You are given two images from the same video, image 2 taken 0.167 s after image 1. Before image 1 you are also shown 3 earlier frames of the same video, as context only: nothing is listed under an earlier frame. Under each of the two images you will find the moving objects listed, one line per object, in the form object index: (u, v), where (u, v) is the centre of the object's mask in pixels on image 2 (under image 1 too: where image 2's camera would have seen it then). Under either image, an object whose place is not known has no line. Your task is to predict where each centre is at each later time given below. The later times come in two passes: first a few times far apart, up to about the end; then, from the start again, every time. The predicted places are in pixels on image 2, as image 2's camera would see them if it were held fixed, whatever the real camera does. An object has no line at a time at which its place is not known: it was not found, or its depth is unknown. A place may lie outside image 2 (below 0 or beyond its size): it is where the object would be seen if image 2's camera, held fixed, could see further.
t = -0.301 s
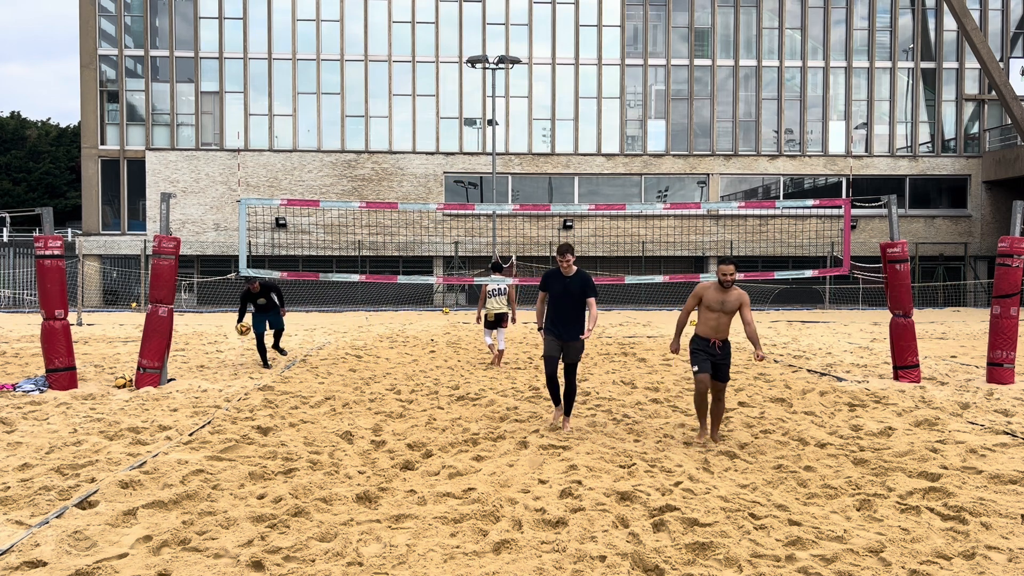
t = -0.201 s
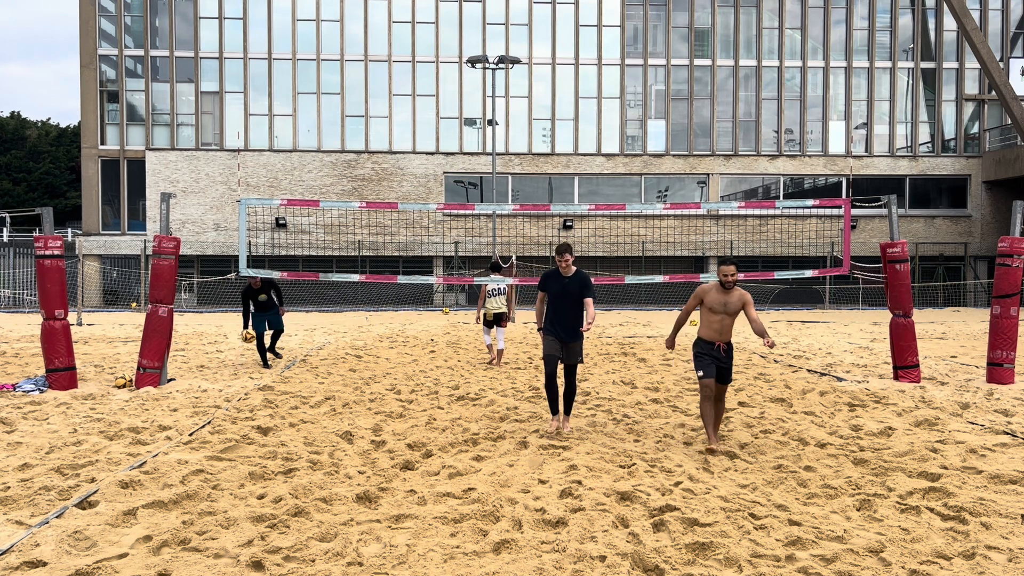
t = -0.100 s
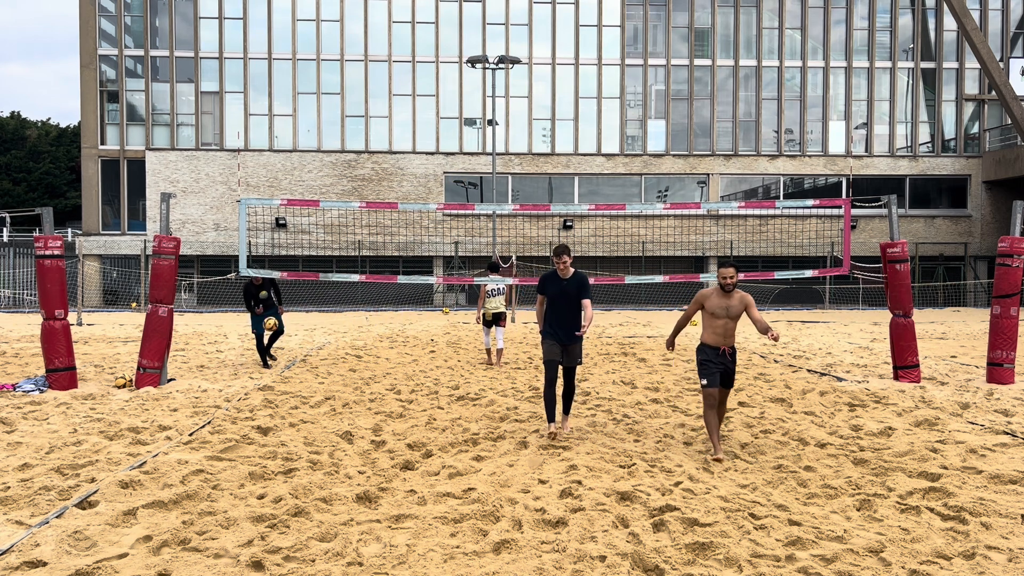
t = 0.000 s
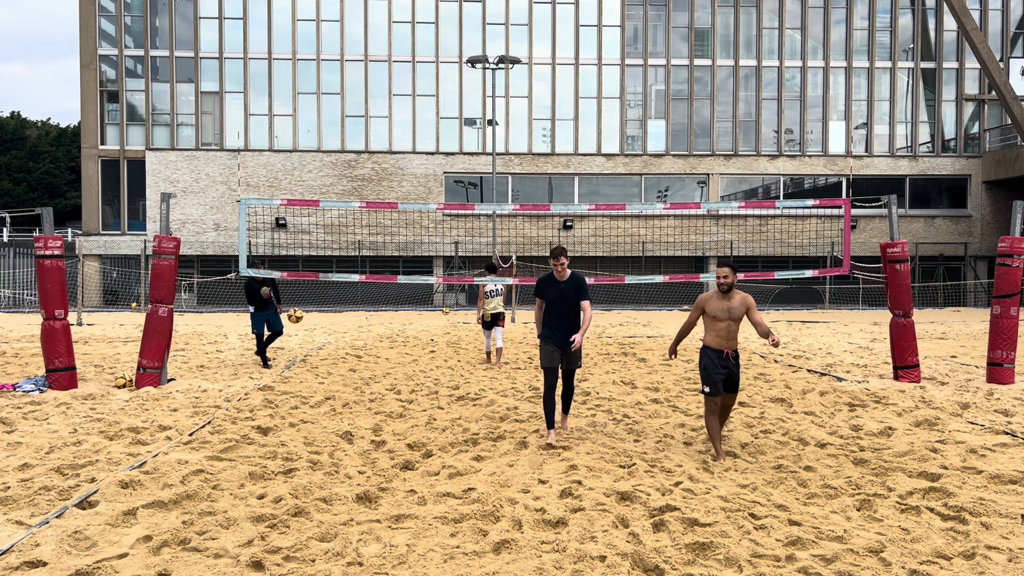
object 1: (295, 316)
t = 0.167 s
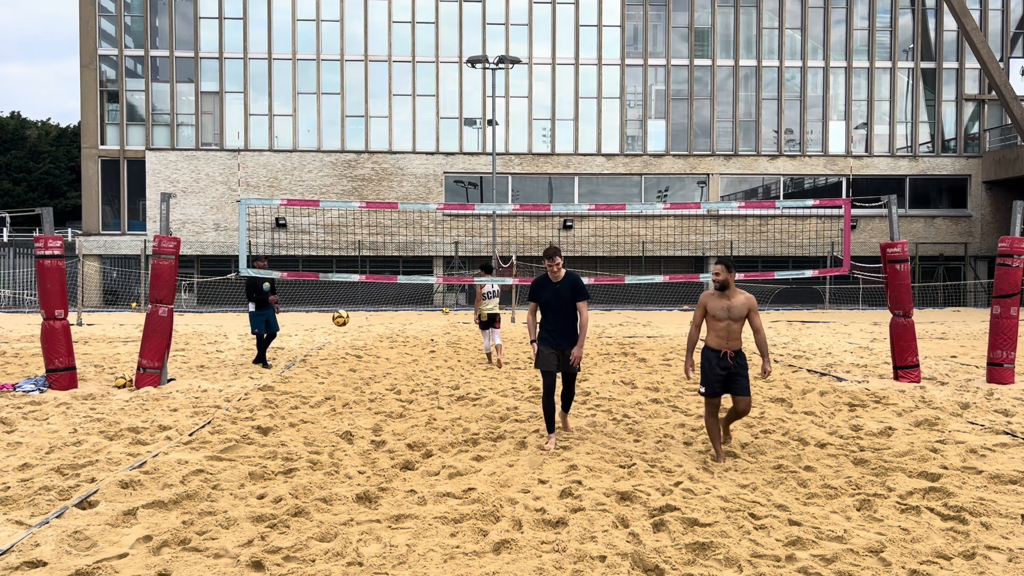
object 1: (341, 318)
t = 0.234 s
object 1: (361, 326)
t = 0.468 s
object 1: (440, 392)
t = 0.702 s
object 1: (486, 416)
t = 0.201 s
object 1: (351, 322)
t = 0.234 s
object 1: (361, 326)
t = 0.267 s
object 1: (371, 332)
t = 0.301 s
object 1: (381, 339)
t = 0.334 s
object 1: (392, 346)
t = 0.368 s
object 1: (404, 356)
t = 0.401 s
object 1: (416, 366)
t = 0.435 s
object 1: (427, 379)
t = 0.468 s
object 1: (440, 392)
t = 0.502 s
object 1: (452, 408)
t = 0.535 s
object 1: (462, 418)
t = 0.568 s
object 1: (467, 417)
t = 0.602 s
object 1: (471, 415)
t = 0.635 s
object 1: (476, 414)
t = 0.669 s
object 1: (481, 414)
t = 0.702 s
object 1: (486, 416)
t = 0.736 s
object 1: (491, 418)
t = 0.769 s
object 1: (496, 422)
